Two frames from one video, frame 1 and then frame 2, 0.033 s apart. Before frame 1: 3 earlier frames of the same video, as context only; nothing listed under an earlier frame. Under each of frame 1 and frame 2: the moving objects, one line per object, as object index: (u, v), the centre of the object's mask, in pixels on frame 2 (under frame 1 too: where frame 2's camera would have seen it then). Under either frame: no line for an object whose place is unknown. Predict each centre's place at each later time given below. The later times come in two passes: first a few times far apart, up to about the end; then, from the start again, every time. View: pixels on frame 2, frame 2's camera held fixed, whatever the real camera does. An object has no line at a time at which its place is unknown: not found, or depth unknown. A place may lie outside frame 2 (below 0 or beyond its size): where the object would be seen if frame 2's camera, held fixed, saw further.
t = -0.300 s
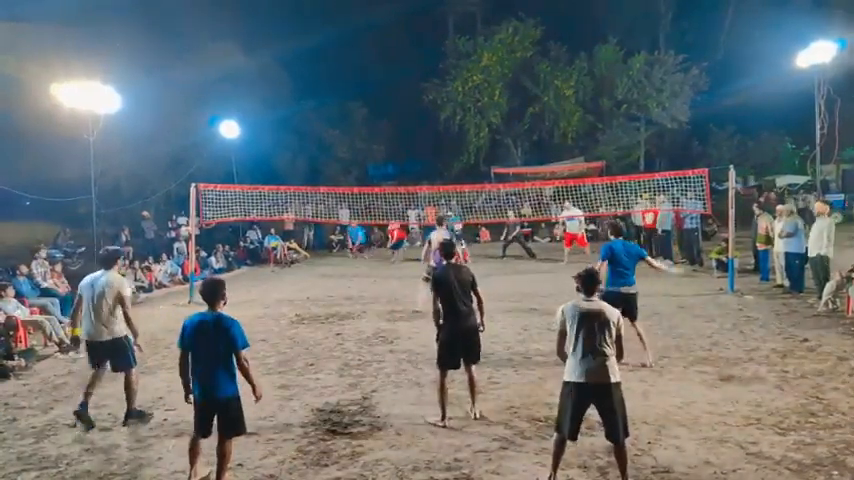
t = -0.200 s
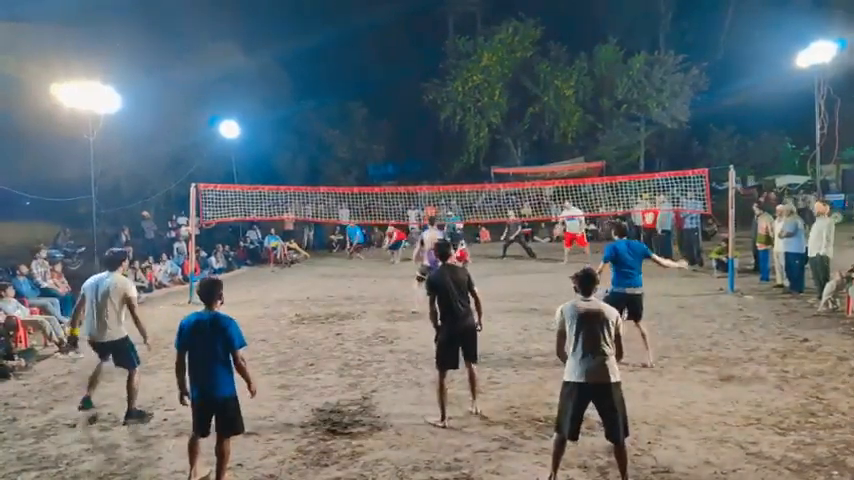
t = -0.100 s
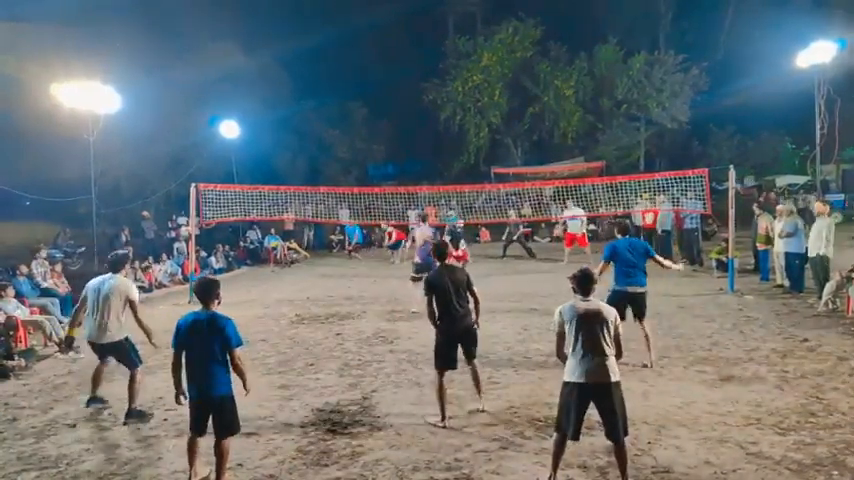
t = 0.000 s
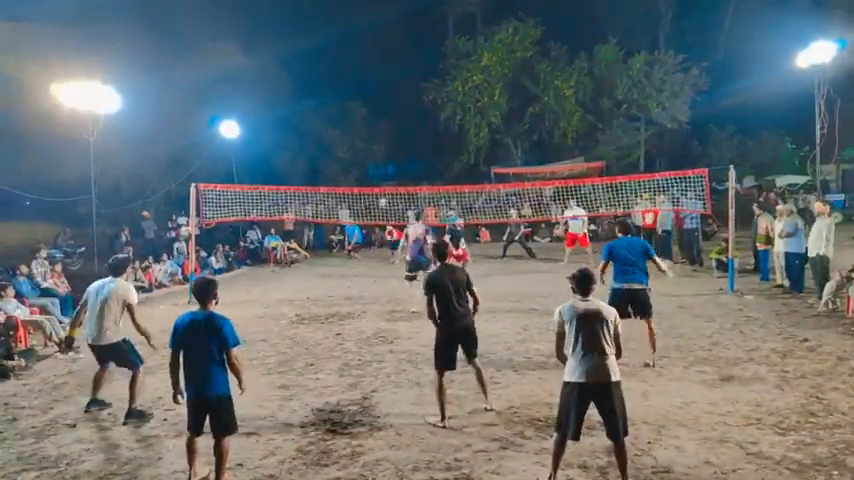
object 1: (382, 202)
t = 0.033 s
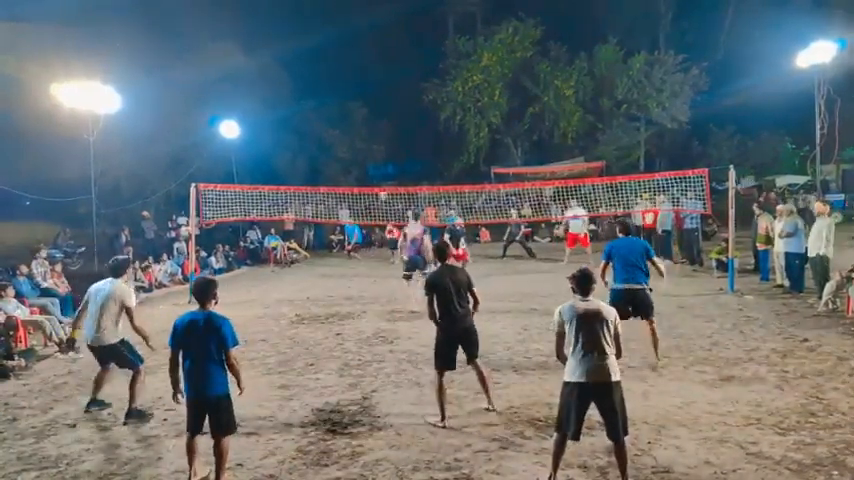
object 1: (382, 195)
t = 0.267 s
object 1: (380, 144)
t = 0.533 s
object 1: (378, 95)
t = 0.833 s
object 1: (376, 66)
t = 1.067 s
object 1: (376, 77)
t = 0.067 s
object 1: (382, 185)
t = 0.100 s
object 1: (381, 179)
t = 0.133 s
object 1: (381, 172)
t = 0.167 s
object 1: (381, 165)
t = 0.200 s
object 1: (380, 158)
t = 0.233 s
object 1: (381, 151)
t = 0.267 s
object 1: (380, 144)
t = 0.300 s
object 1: (380, 137)
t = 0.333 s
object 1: (380, 130)
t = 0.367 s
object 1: (379, 124)
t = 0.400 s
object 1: (379, 118)
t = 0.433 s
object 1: (378, 112)
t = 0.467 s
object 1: (378, 106)
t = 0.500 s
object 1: (378, 101)
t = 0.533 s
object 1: (378, 95)
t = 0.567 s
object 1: (377, 90)
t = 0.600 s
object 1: (377, 86)
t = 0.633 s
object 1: (377, 82)
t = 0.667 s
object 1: (376, 78)
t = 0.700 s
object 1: (376, 75)
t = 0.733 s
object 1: (376, 72)
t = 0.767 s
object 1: (376, 69)
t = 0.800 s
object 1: (376, 67)
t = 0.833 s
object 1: (376, 66)
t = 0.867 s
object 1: (376, 65)
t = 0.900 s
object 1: (375, 65)
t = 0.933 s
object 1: (375, 65)
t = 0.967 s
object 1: (376, 66)
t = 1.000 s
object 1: (376, 68)
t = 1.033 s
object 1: (376, 72)
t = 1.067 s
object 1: (376, 77)
